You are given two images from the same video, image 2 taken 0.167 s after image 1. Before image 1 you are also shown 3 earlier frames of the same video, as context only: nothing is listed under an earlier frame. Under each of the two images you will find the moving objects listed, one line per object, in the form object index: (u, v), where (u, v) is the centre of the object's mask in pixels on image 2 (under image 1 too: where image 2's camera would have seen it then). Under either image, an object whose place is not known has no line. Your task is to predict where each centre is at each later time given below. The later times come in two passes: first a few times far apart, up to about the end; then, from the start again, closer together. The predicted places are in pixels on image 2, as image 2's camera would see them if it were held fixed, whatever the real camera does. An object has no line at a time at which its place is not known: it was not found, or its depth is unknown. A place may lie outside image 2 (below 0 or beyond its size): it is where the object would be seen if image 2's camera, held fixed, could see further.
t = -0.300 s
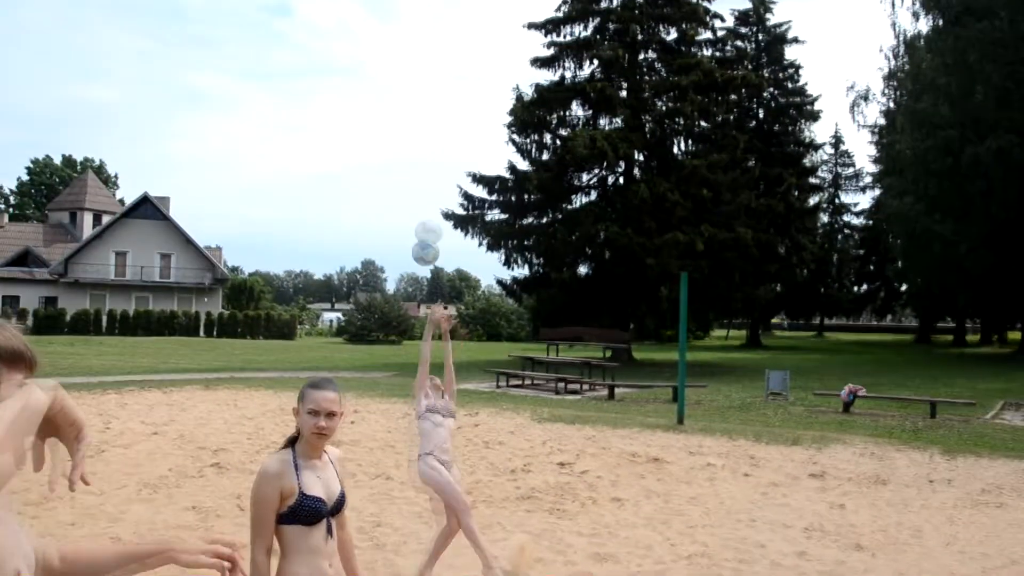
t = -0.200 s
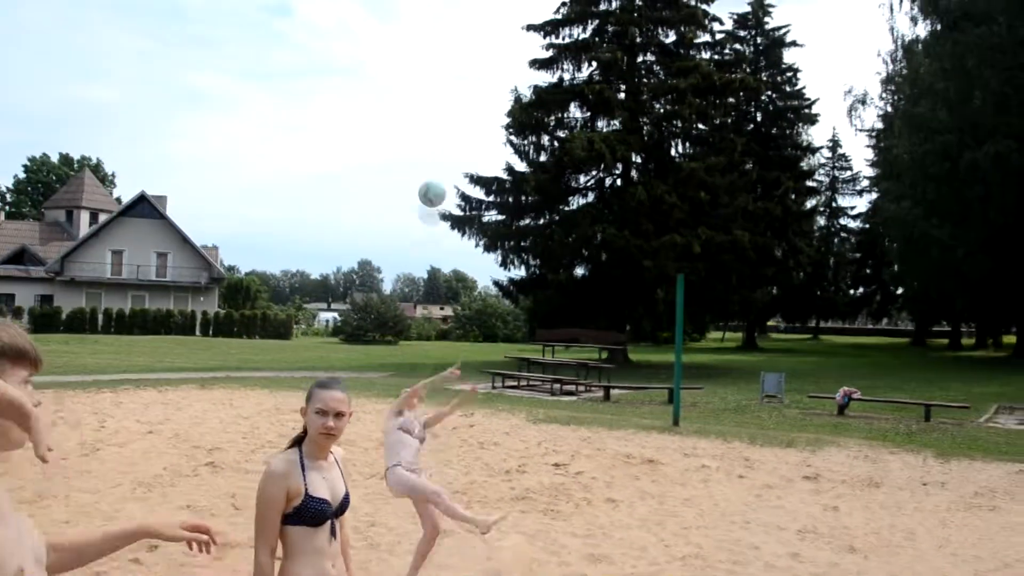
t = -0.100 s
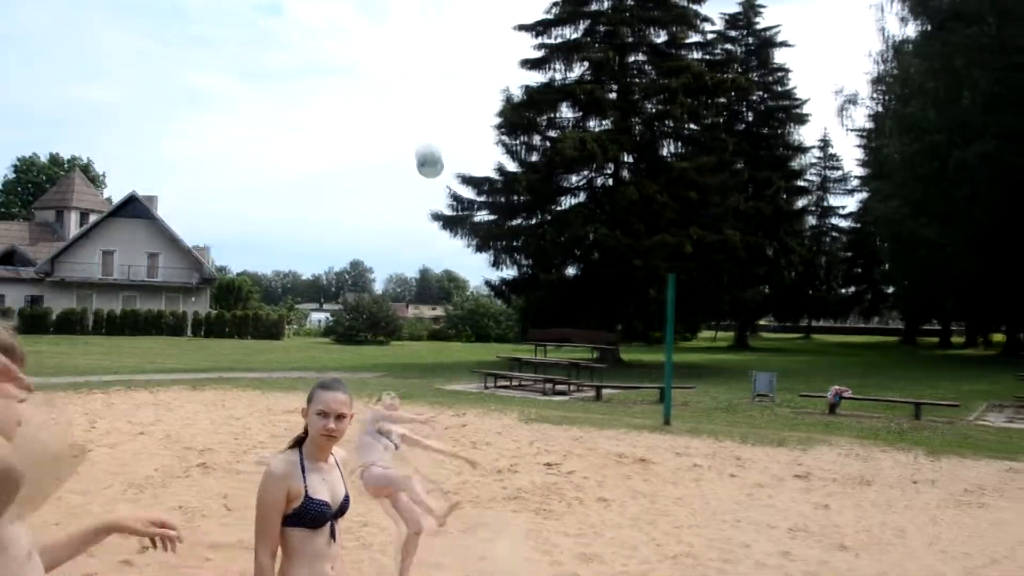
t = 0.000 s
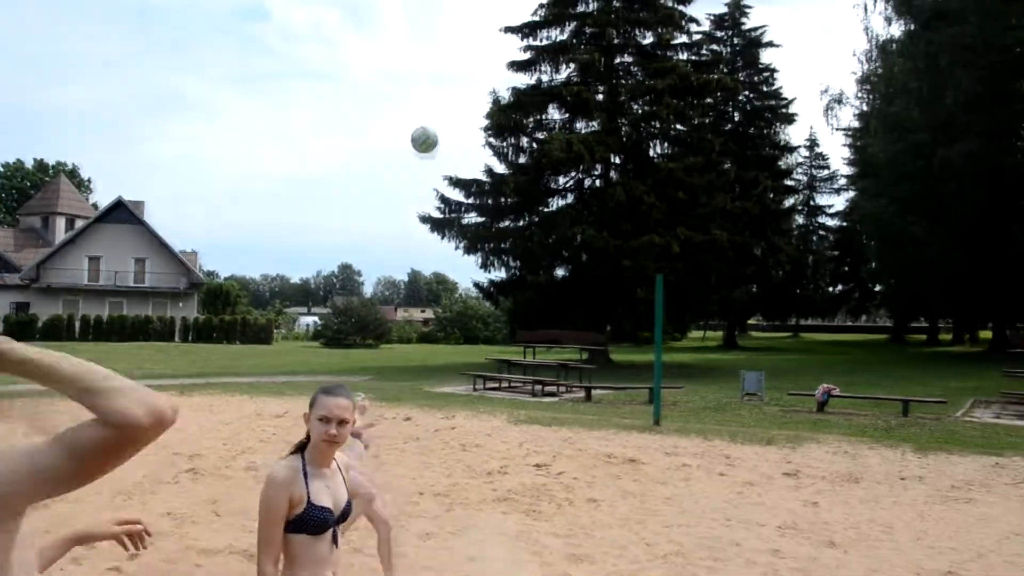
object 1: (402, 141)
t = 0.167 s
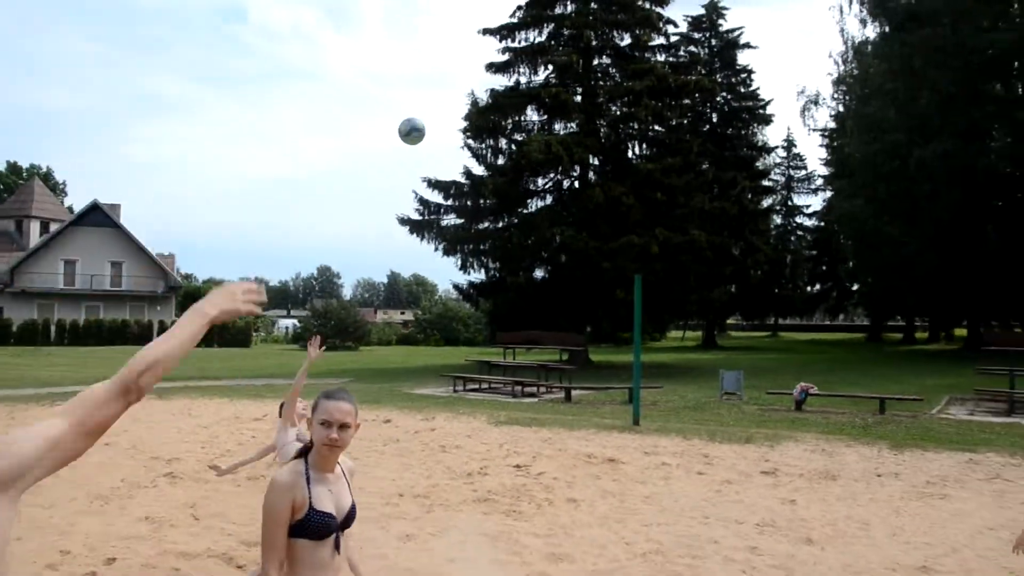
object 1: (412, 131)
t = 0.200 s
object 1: (413, 134)
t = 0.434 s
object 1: (425, 181)
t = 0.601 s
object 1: (433, 266)
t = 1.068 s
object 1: (458, 512)
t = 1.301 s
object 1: (482, 433)
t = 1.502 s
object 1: (503, 416)
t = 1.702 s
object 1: (522, 448)
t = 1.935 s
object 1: (541, 535)
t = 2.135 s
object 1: (570, 505)
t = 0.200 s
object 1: (413, 134)
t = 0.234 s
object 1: (414, 138)
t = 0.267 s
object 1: (415, 141)
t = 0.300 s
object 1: (417, 145)
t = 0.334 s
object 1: (420, 152)
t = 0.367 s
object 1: (422, 162)
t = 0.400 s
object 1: (423, 172)
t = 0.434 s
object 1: (425, 181)
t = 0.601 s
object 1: (433, 266)
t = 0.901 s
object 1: (444, 481)
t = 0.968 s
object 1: (446, 555)
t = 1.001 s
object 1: (451, 543)
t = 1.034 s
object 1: (456, 521)
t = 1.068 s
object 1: (458, 512)
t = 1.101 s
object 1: (460, 499)
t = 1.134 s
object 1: (464, 483)
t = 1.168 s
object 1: (469, 469)
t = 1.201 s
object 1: (473, 454)
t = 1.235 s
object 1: (477, 443)
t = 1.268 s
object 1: (479, 438)
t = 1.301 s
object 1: (482, 433)
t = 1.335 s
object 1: (486, 426)
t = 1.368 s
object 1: (490, 420)
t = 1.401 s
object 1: (494, 417)
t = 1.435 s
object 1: (498, 415)
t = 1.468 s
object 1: (500, 415)
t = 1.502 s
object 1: (503, 416)
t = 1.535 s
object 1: (506, 418)
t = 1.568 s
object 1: (510, 422)
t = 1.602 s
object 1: (514, 428)
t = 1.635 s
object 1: (517, 436)
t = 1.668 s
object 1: (521, 442)
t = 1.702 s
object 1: (522, 448)
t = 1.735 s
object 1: (525, 458)
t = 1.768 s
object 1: (529, 471)
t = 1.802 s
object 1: (532, 485)
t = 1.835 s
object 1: (535, 500)
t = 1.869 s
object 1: (535, 512)
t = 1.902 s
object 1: (537, 522)
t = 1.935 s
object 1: (541, 535)
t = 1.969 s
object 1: (546, 526)
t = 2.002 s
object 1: (553, 518)
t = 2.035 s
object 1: (558, 512)
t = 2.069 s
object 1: (561, 510)
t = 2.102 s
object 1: (567, 507)
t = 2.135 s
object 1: (570, 505)
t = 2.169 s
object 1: (576, 504)
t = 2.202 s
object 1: (580, 505)
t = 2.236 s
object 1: (584, 506)
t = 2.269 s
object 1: (589, 508)
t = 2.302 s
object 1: (595, 512)
